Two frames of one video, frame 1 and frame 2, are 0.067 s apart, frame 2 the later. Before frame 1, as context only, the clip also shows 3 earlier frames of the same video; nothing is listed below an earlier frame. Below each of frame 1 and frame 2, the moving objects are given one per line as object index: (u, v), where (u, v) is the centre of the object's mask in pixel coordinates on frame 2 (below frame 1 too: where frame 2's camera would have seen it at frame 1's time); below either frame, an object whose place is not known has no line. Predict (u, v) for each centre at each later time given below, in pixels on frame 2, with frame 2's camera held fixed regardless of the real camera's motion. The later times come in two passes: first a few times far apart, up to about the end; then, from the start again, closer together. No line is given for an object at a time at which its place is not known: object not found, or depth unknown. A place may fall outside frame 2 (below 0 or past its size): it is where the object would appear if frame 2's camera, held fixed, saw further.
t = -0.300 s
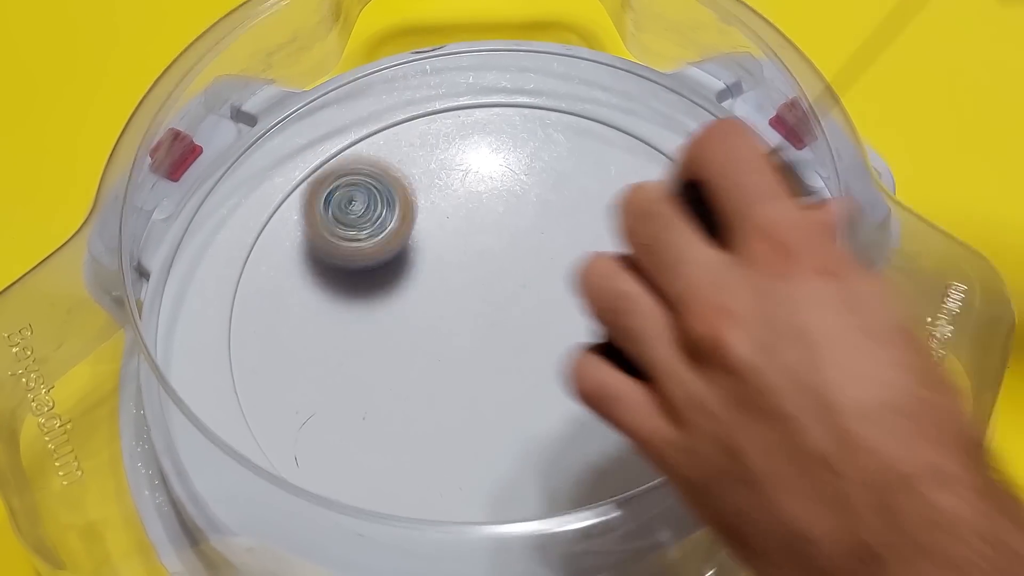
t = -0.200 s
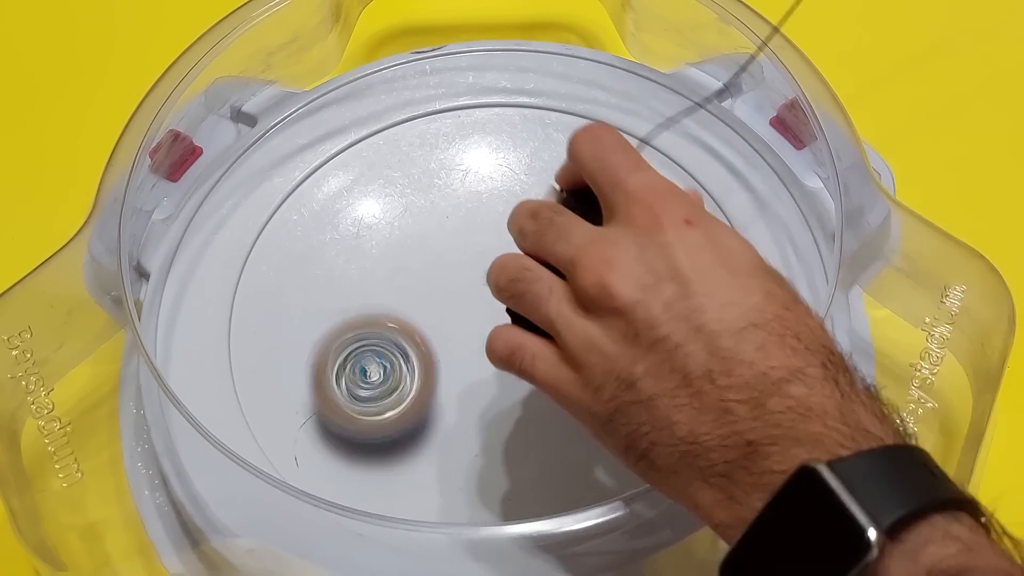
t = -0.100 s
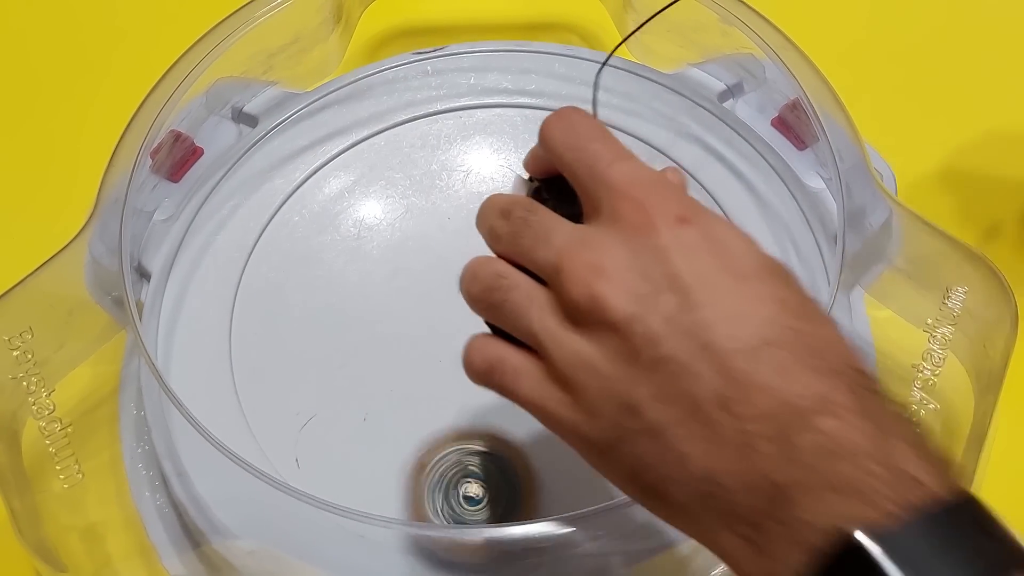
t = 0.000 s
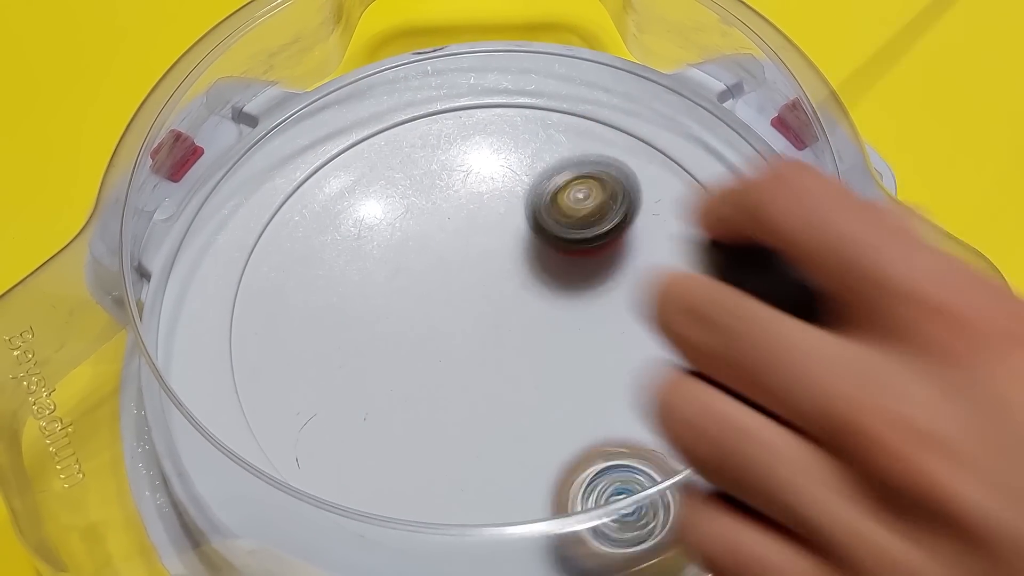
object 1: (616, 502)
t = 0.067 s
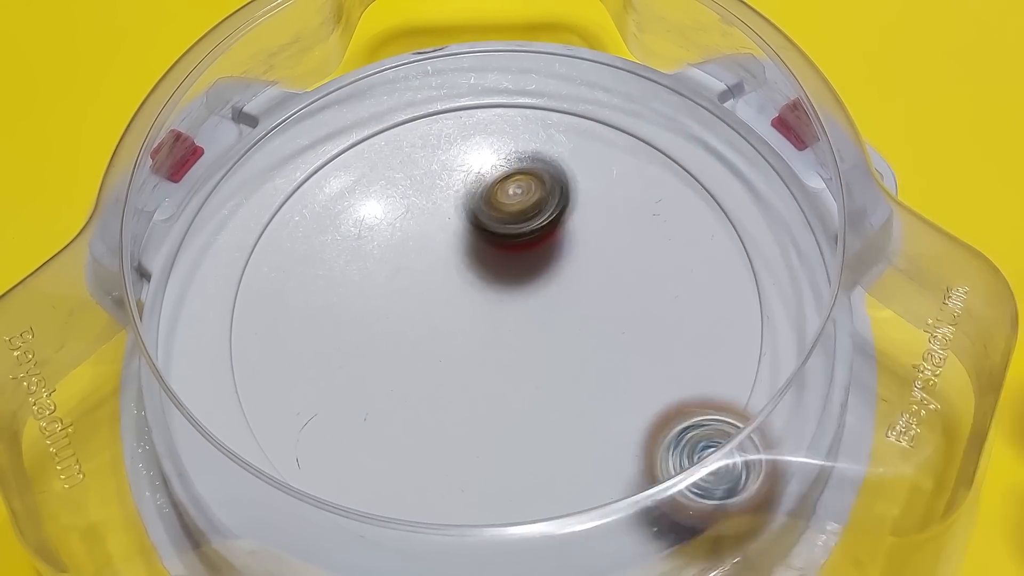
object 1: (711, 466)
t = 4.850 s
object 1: (480, 329)
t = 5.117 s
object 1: (536, 279)
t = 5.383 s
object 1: (489, 236)
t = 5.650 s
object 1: (448, 289)
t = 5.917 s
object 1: (518, 330)
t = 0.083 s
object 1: (731, 451)
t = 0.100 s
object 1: (750, 437)
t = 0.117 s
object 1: (767, 418)
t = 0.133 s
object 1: (782, 395)
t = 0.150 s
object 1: (799, 374)
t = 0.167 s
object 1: (810, 355)
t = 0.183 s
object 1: (820, 335)
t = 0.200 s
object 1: (828, 311)
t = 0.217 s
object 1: (831, 291)
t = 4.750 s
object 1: (448, 300)
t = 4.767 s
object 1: (454, 308)
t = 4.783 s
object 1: (460, 315)
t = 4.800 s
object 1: (464, 321)
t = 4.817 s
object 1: (470, 325)
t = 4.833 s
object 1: (475, 327)
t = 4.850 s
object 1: (480, 329)
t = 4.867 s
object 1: (484, 330)
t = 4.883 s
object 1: (490, 329)
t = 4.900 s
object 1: (496, 328)
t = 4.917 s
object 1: (500, 327)
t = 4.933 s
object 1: (505, 324)
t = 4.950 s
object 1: (511, 321)
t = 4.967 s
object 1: (515, 318)
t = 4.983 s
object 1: (518, 315)
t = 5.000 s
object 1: (522, 311)
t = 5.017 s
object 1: (527, 306)
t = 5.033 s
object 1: (529, 302)
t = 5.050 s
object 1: (531, 297)
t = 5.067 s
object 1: (533, 293)
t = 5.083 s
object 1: (536, 288)
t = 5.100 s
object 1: (536, 283)
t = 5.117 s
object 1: (536, 279)
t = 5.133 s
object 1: (537, 273)
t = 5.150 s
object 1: (536, 268)
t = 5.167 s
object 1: (534, 265)
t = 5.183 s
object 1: (533, 261)
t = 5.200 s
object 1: (531, 256)
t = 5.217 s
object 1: (528, 253)
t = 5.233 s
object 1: (525, 251)
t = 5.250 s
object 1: (523, 247)
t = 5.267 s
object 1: (519, 243)
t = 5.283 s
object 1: (513, 242)
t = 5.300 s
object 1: (511, 240)
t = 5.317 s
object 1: (507, 238)
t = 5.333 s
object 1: (502, 236)
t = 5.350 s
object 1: (497, 237)
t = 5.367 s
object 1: (493, 236)
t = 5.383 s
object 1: (489, 236)
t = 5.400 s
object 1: (482, 237)
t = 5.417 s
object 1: (479, 239)
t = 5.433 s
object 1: (474, 240)
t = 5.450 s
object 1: (471, 242)
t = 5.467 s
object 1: (465, 245)
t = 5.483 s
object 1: (463, 248)
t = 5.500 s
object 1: (460, 251)
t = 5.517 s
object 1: (455, 254)
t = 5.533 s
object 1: (455, 259)
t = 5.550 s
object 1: (453, 264)
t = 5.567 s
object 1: (451, 266)
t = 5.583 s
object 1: (448, 271)
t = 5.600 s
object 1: (448, 276)
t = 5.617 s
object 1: (448, 280)
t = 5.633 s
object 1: (447, 284)
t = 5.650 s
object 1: (448, 289)
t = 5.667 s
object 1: (448, 294)
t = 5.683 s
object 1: (450, 297)
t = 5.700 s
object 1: (452, 303)
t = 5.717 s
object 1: (456, 307)
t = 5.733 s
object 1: (459, 311)
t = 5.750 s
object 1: (461, 315)
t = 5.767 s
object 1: (467, 319)
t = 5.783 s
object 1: (472, 323)
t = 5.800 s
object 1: (476, 325)
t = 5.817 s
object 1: (482, 328)
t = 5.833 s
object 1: (489, 329)
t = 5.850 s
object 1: (494, 330)
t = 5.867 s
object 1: (499, 332)
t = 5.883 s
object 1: (507, 332)
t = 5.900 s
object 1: (513, 331)
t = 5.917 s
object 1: (518, 330)
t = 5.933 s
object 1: (526, 330)
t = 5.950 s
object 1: (531, 328)
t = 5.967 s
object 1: (535, 326)
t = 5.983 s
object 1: (541, 324)
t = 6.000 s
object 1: (546, 320)
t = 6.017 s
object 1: (549, 316)
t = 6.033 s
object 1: (553, 314)
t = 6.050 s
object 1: (557, 309)
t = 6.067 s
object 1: (559, 304)
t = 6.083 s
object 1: (560, 302)
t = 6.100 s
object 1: (563, 297)
